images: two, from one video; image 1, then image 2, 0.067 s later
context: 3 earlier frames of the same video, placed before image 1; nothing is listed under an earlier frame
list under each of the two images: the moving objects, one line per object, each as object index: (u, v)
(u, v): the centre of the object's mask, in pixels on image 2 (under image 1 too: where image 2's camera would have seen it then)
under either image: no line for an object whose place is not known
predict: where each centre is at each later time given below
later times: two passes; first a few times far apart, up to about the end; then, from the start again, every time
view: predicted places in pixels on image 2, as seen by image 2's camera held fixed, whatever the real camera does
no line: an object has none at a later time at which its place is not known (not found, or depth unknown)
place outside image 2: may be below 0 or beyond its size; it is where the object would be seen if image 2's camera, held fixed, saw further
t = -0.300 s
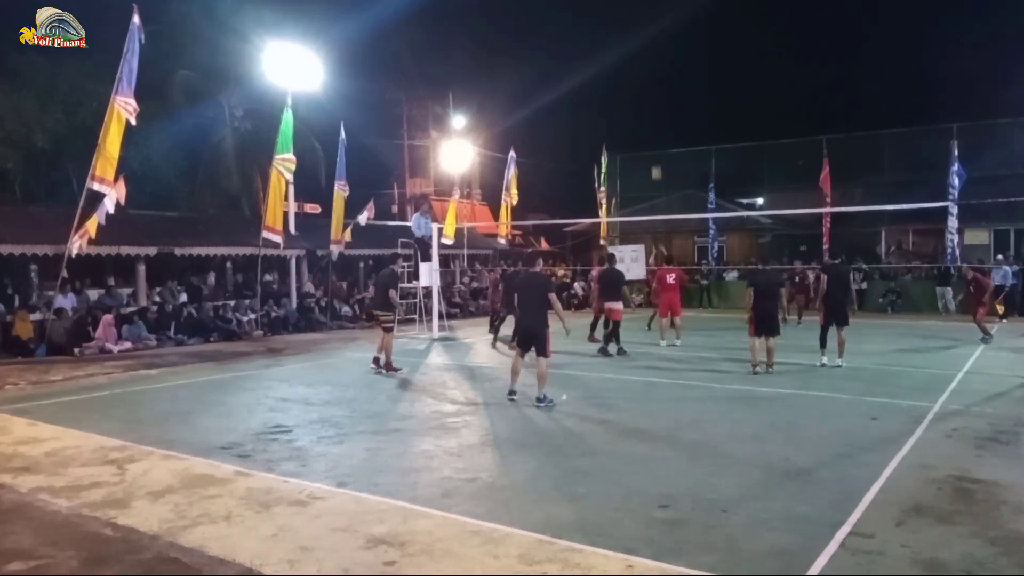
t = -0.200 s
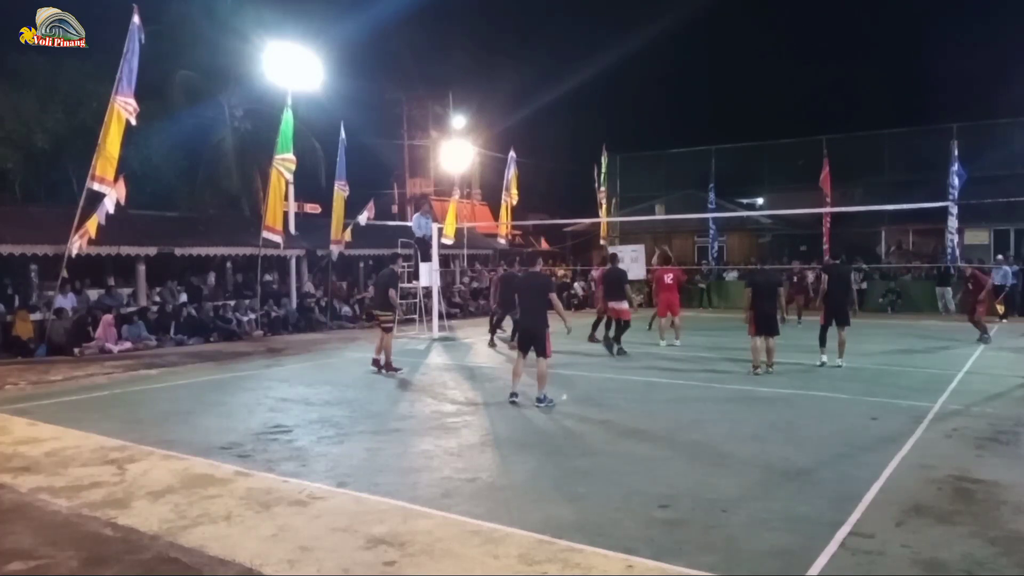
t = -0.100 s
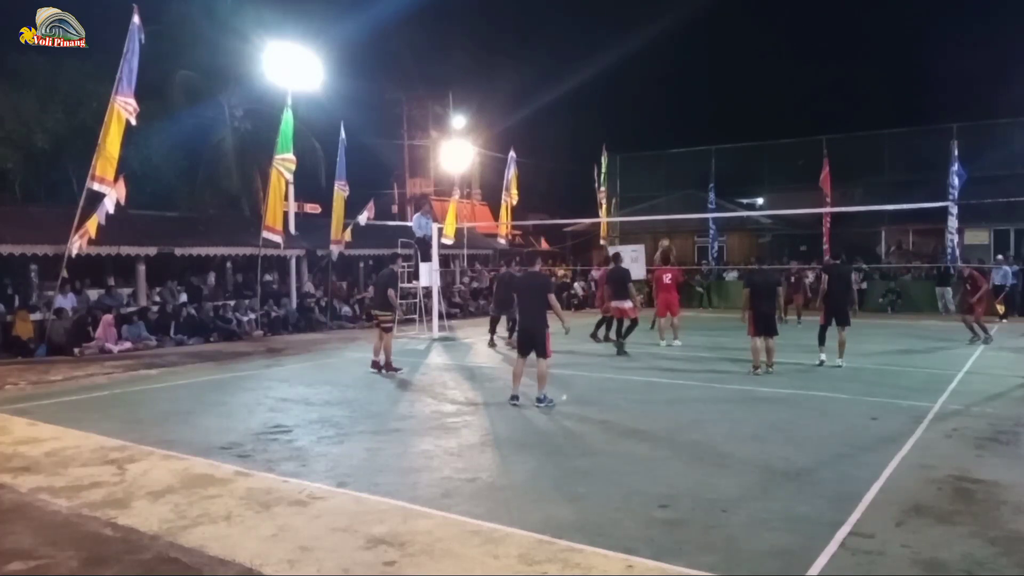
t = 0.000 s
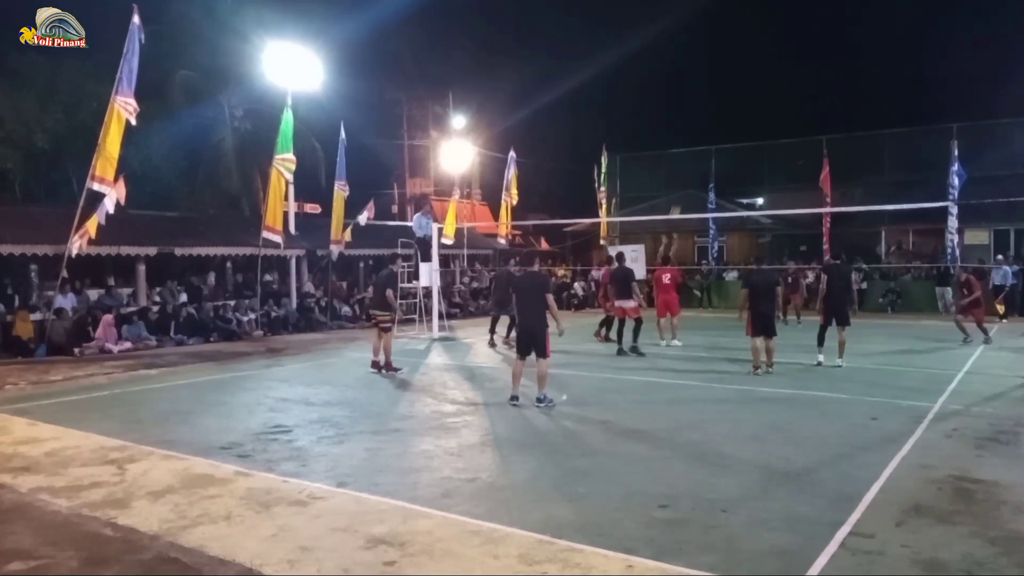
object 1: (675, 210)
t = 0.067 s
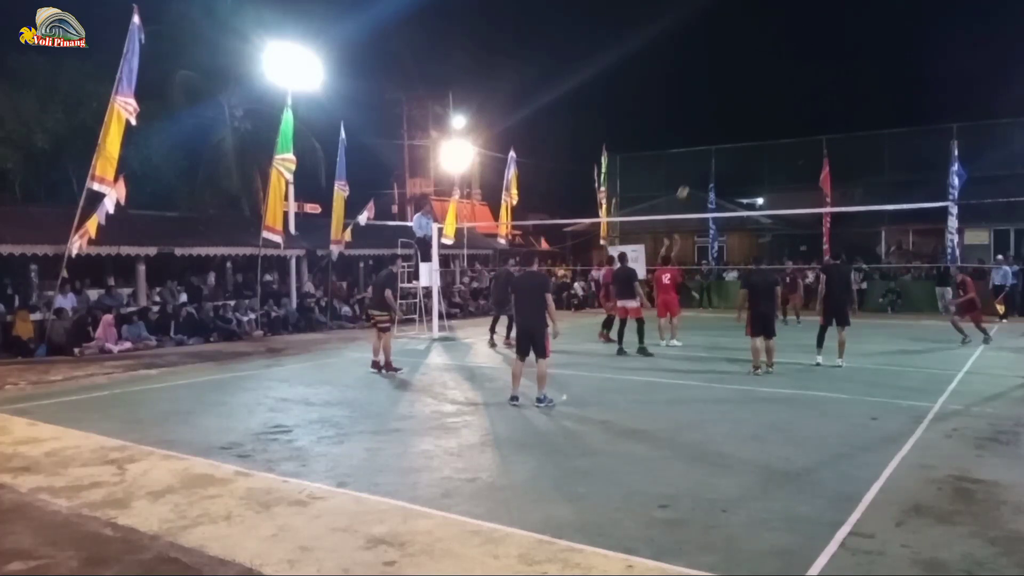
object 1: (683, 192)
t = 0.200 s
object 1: (699, 157)
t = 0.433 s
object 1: (729, 112)
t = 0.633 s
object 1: (756, 93)
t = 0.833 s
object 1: (785, 94)
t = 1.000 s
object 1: (811, 111)
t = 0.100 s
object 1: (687, 183)
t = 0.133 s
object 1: (691, 174)
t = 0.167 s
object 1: (695, 165)
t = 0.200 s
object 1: (699, 157)
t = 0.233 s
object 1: (703, 150)
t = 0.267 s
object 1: (707, 142)
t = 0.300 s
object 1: (711, 136)
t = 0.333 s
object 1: (716, 129)
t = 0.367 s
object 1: (720, 123)
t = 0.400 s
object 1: (724, 118)
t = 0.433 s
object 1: (729, 112)
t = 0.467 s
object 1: (733, 108)
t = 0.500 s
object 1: (737, 104)
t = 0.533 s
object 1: (742, 101)
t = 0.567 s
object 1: (747, 98)
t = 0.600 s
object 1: (751, 95)
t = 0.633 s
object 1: (756, 93)
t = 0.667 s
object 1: (761, 92)
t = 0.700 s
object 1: (765, 91)
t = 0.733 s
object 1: (770, 91)
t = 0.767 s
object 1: (775, 91)
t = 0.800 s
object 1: (780, 92)
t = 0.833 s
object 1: (785, 94)
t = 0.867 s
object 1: (790, 96)
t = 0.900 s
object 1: (795, 98)
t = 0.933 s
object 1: (800, 102)
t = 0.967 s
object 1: (806, 106)
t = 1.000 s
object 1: (811, 111)
